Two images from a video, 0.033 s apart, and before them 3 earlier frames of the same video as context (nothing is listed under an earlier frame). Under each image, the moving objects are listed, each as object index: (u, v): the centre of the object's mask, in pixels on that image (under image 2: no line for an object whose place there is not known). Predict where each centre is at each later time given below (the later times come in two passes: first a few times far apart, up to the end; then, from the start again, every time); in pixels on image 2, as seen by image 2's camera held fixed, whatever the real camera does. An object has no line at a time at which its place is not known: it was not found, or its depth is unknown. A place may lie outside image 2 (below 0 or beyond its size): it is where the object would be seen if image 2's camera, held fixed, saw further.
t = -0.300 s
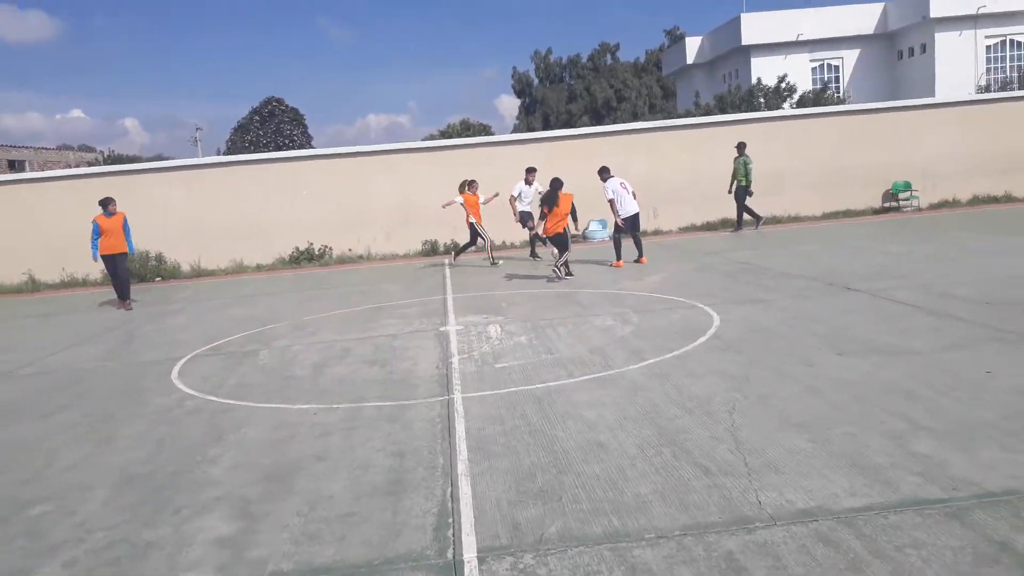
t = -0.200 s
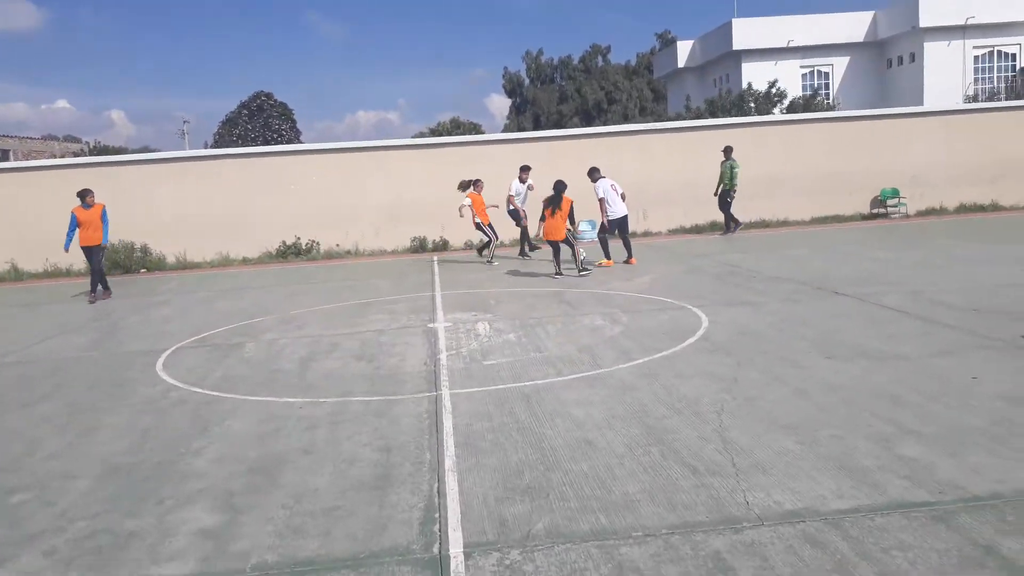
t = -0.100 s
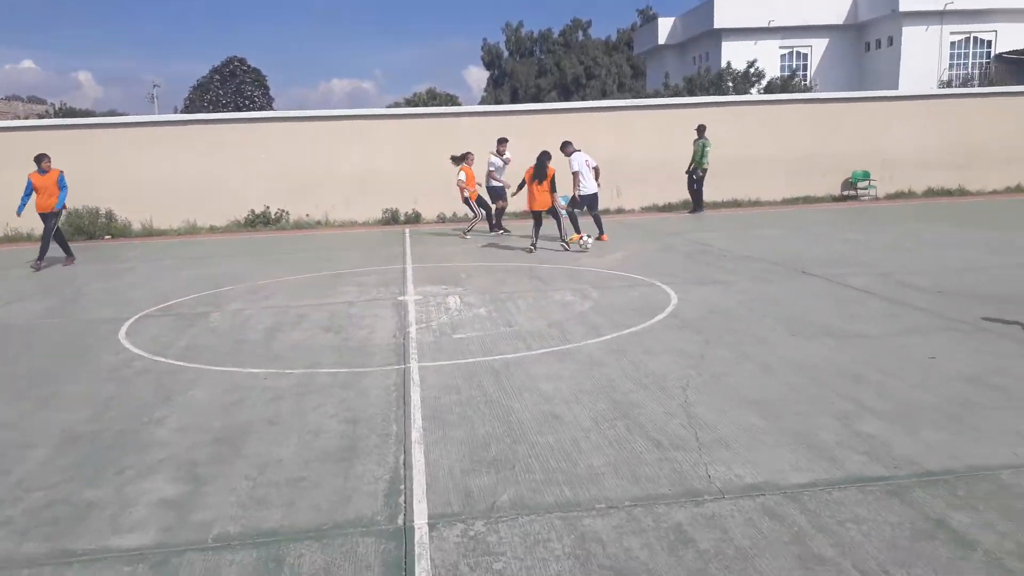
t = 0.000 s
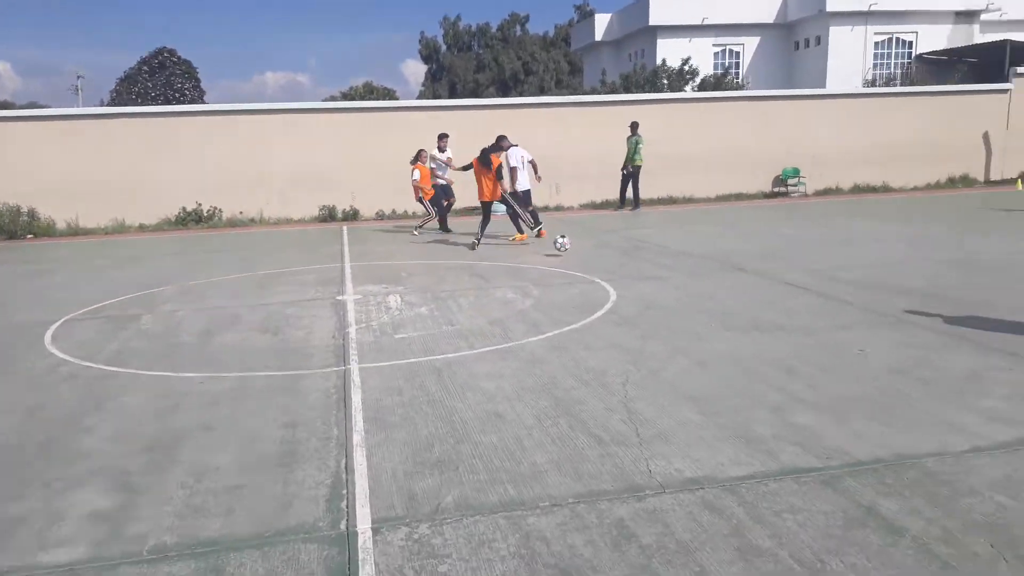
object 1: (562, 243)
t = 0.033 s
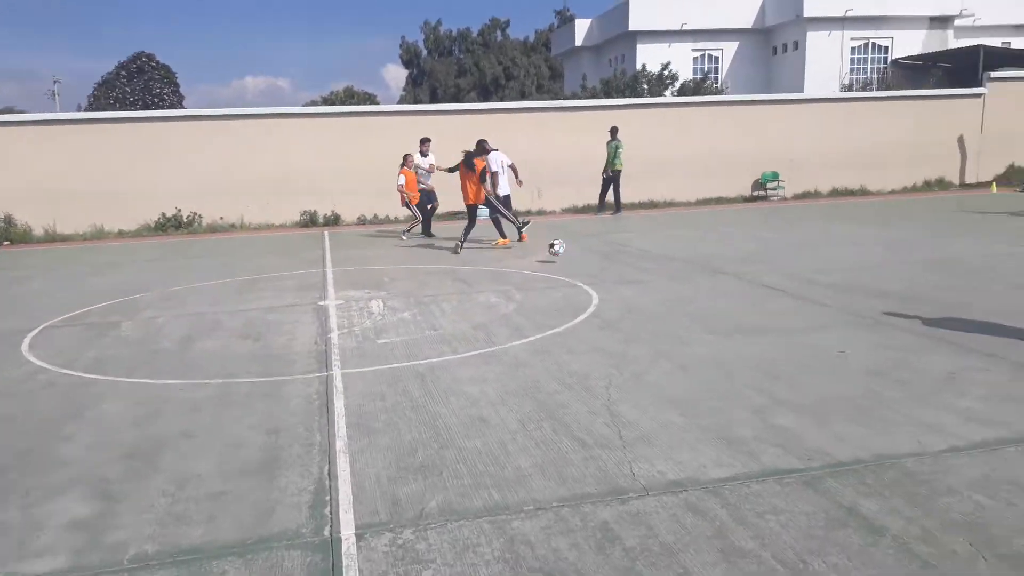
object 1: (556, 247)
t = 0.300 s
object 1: (673, 269)
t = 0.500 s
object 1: (784, 301)
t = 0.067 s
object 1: (570, 249)
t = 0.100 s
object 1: (583, 252)
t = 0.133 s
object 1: (598, 255)
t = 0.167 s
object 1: (613, 261)
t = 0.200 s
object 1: (629, 267)
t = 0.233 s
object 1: (644, 269)
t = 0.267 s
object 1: (658, 268)
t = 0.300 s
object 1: (673, 269)
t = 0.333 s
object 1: (690, 271)
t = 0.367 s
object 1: (707, 275)
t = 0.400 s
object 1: (725, 280)
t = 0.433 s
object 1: (744, 287)
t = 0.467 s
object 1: (764, 295)
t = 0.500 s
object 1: (784, 301)
